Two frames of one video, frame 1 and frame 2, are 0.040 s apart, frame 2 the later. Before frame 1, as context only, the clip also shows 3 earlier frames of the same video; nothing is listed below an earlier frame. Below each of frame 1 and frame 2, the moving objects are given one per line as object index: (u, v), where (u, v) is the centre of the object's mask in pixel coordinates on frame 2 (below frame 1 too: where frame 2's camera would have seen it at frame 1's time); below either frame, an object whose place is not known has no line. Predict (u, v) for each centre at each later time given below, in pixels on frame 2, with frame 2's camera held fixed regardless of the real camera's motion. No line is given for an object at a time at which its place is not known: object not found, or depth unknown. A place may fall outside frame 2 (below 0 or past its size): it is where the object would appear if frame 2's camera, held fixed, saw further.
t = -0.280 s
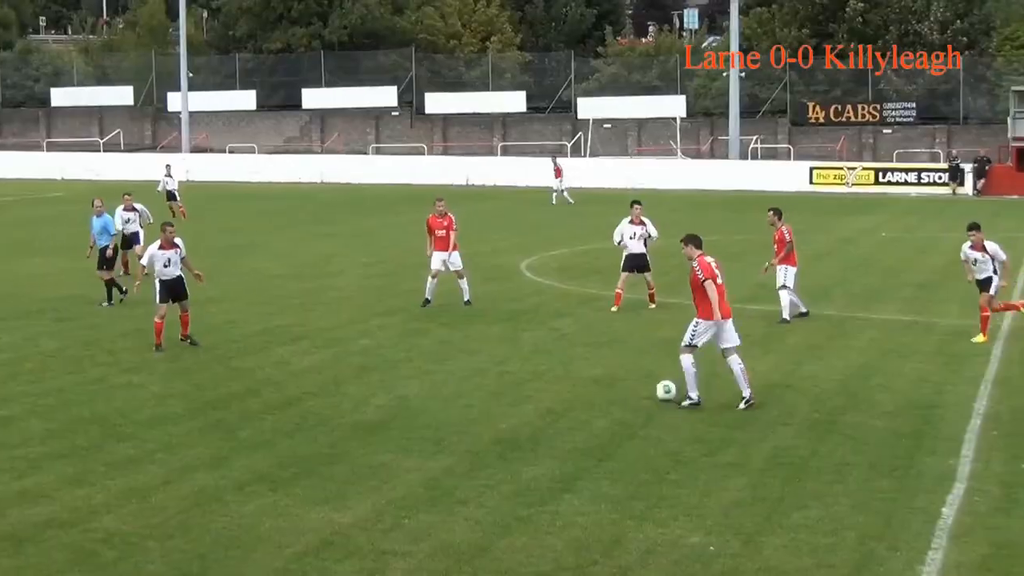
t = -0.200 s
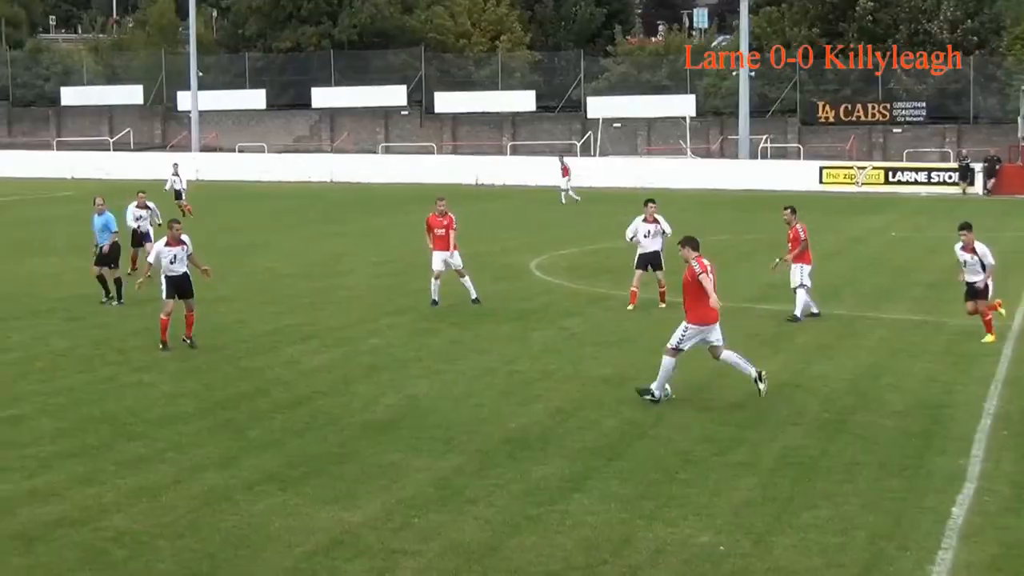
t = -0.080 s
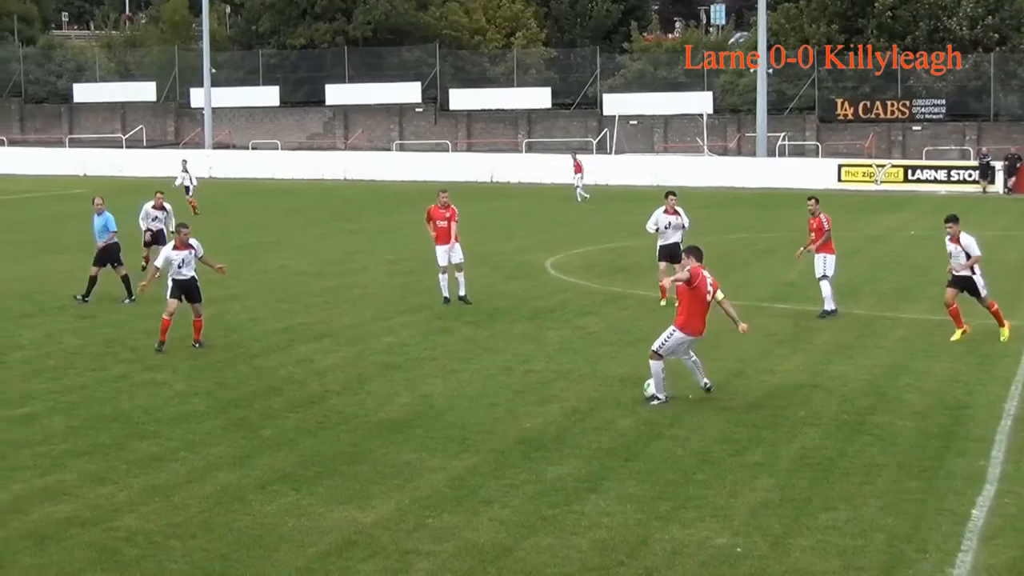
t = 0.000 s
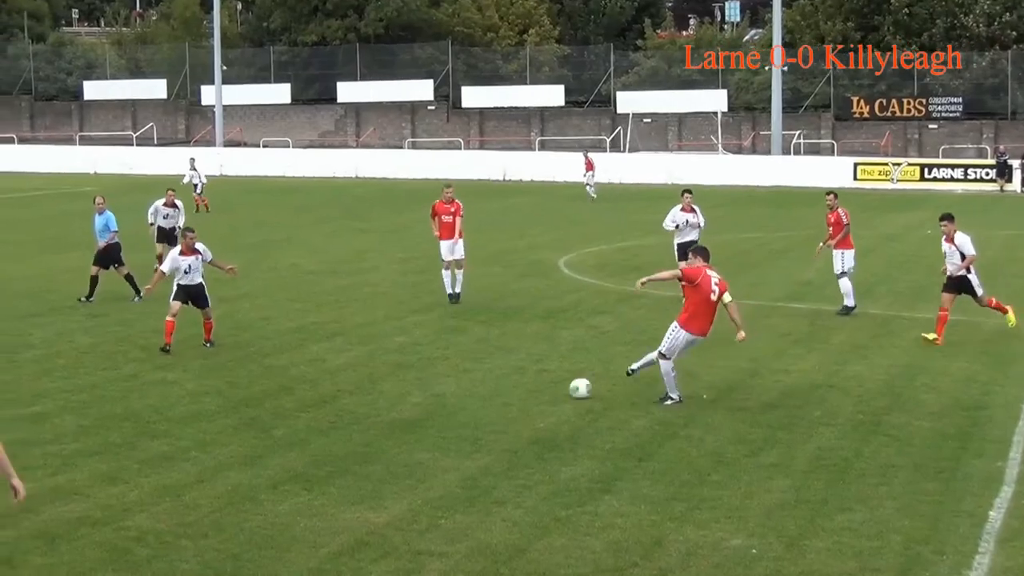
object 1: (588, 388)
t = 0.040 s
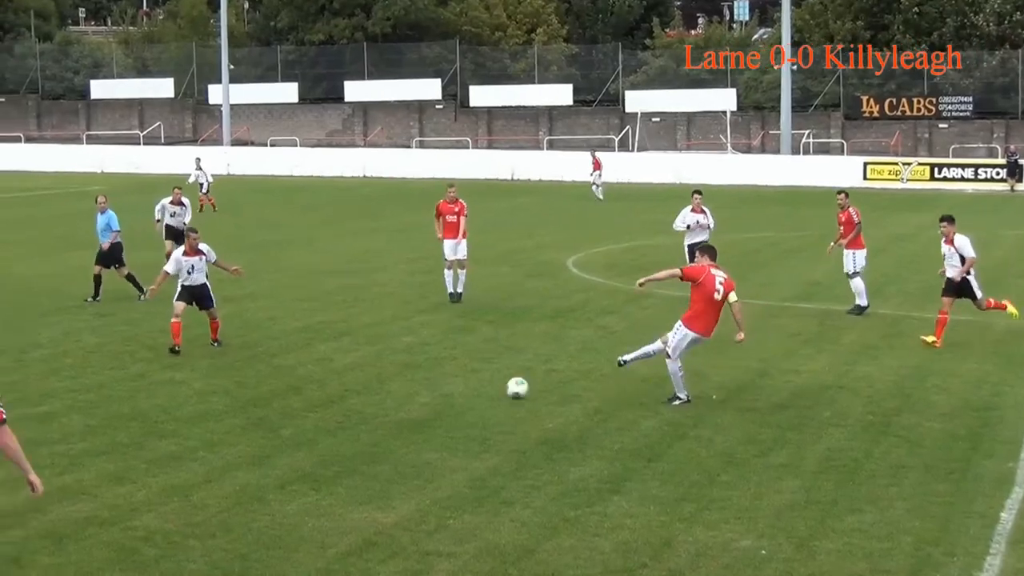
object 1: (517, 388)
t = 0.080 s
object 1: (447, 388)
